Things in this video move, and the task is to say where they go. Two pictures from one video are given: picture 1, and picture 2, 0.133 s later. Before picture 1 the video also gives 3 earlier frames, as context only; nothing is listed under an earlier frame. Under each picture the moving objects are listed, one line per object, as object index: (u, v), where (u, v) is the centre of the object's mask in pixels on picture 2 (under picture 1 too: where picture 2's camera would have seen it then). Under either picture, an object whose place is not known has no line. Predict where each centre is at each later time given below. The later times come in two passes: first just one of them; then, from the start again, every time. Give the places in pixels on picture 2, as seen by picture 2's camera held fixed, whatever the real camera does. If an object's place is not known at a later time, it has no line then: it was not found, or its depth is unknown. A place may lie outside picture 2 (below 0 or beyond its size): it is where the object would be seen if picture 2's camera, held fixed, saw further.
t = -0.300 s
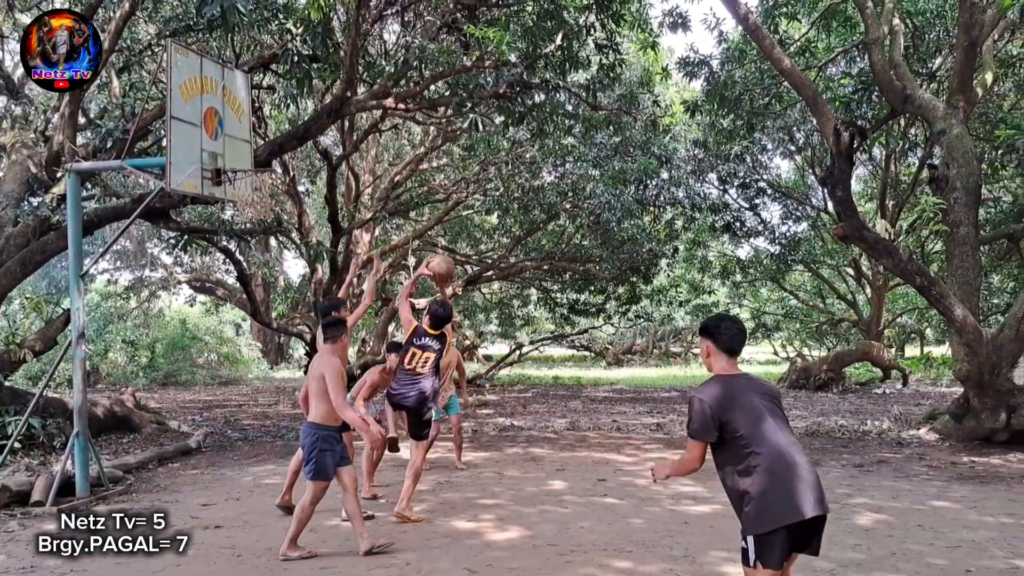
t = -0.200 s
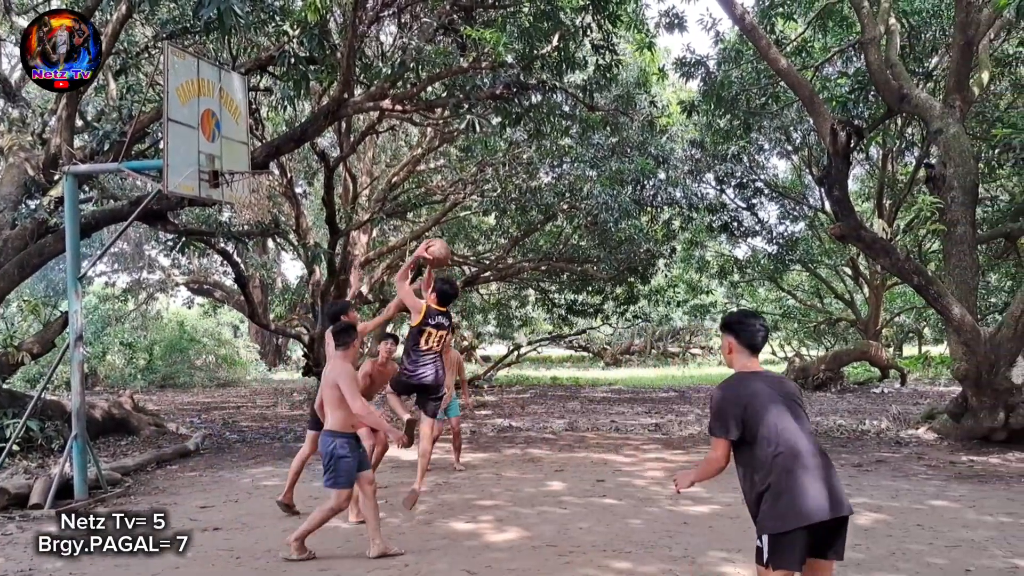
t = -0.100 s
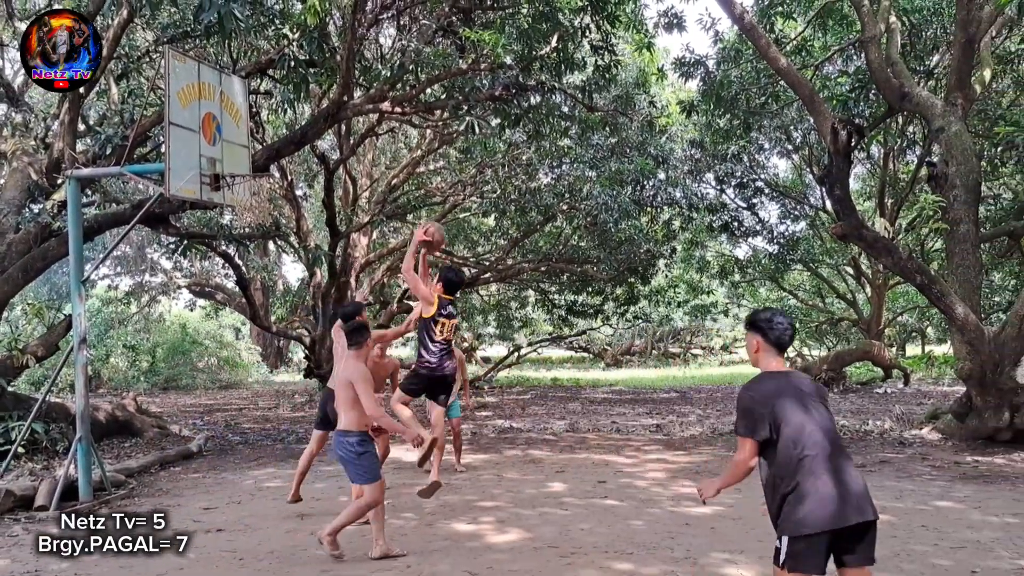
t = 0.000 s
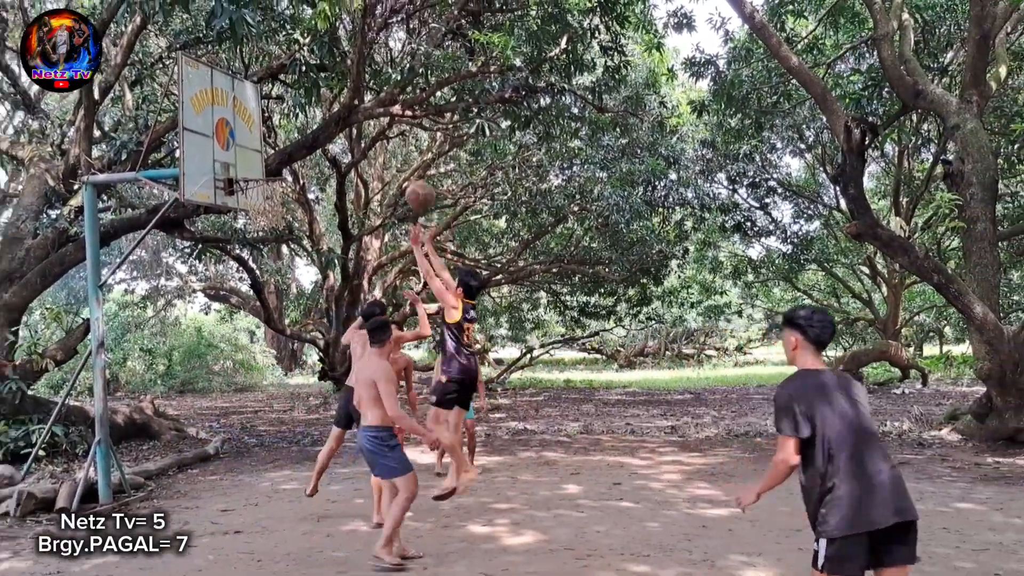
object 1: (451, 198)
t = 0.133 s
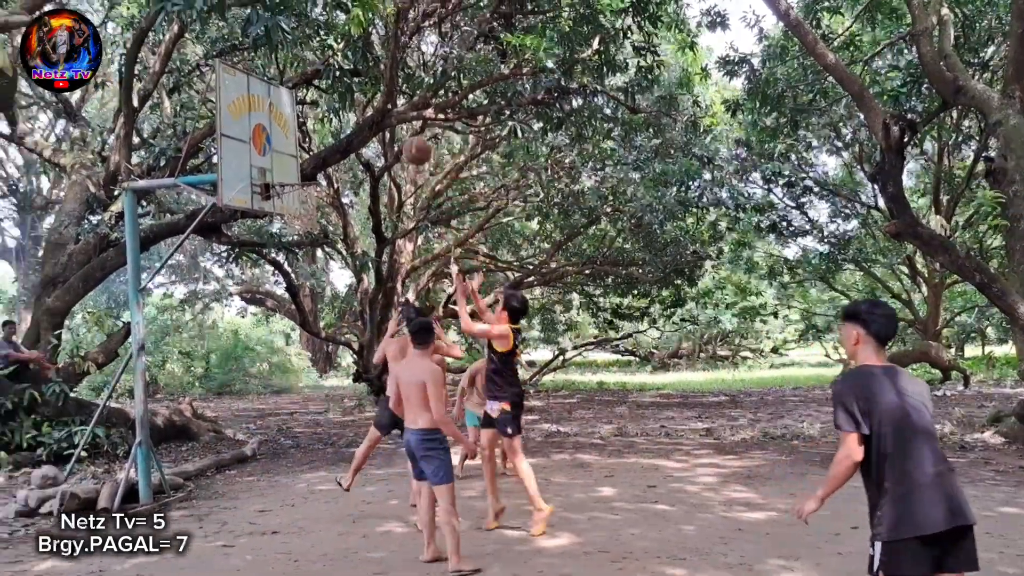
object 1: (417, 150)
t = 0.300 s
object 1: (374, 121)
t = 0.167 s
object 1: (411, 143)
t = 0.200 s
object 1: (400, 135)
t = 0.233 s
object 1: (390, 129)
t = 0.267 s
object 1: (382, 124)
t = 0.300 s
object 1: (374, 121)
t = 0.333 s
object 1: (366, 120)
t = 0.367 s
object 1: (358, 119)
